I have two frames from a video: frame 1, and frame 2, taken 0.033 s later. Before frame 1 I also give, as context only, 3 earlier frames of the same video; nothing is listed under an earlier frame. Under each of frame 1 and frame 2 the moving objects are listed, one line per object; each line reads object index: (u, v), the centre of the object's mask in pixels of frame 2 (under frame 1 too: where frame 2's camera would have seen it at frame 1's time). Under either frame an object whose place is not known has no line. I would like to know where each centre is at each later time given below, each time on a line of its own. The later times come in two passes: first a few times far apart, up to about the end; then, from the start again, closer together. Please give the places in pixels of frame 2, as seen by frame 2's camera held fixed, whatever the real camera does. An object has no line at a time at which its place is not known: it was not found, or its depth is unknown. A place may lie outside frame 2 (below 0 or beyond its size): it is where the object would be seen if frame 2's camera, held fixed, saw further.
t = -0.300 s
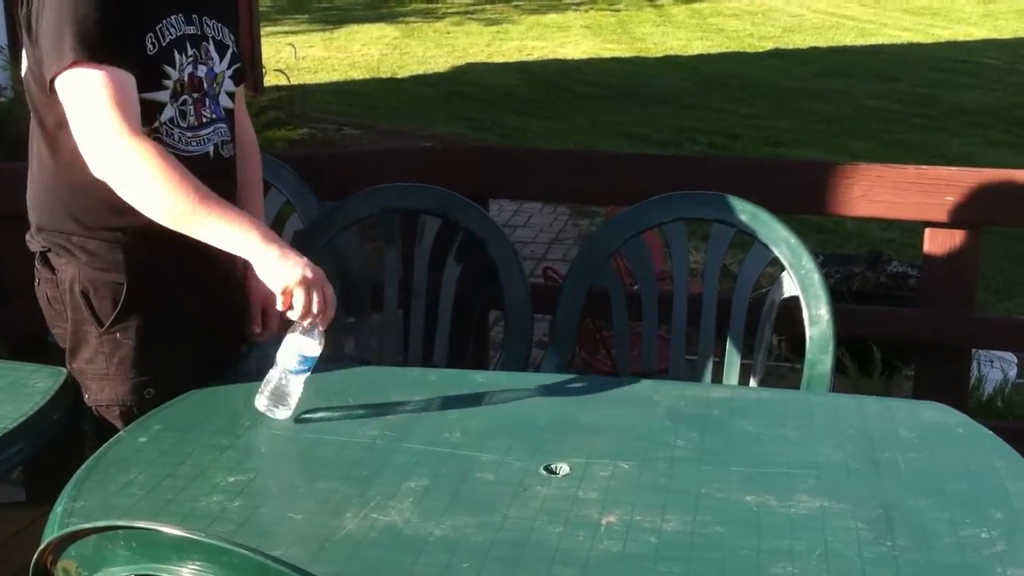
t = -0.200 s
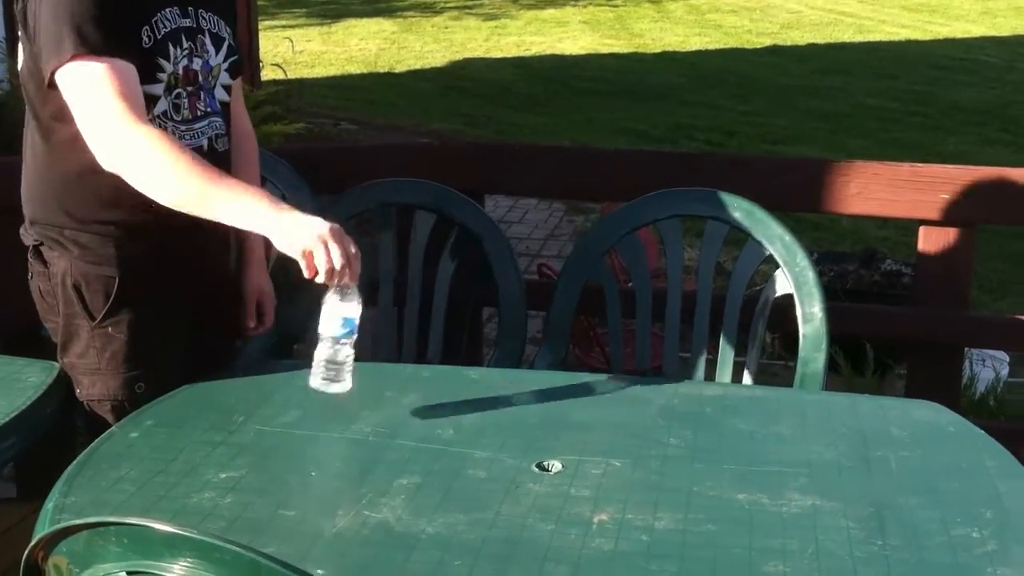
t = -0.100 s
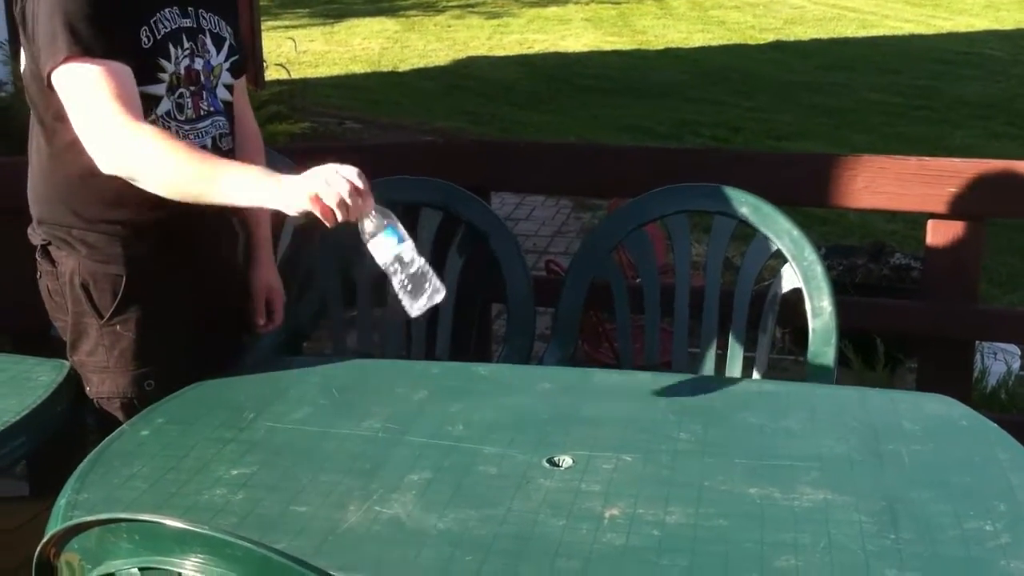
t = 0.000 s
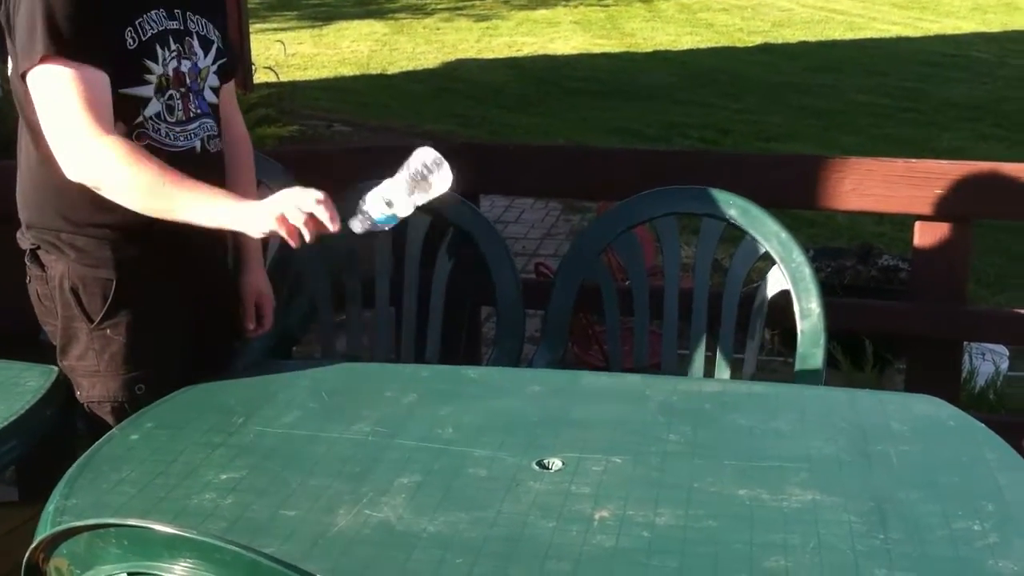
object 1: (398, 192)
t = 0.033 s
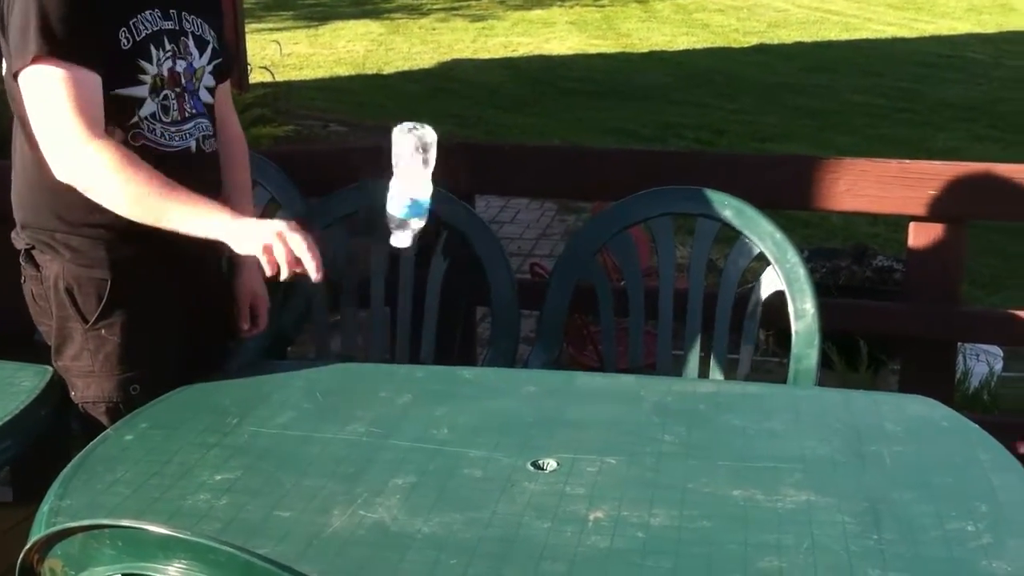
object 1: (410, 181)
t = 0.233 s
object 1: (424, 162)
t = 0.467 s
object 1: (417, 394)
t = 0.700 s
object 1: (418, 431)
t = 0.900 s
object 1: (421, 446)
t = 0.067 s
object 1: (425, 166)
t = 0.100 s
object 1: (432, 147)
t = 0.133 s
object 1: (432, 137)
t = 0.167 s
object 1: (429, 136)
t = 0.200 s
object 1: (426, 145)
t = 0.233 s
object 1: (424, 162)
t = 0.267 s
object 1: (422, 186)
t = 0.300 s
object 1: (420, 216)
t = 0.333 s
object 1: (419, 252)
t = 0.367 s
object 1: (418, 294)
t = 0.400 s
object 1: (417, 340)
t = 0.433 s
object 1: (417, 391)
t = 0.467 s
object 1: (417, 394)
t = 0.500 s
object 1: (415, 396)
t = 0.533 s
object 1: (415, 397)
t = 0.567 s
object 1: (416, 399)
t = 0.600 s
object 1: (416, 403)
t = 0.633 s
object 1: (417, 410)
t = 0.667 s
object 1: (417, 418)
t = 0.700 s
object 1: (418, 431)
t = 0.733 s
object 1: (420, 446)
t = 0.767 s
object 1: (420, 446)
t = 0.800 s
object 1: (420, 445)
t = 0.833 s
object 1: (420, 446)
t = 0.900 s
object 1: (421, 446)
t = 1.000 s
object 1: (425, 445)
